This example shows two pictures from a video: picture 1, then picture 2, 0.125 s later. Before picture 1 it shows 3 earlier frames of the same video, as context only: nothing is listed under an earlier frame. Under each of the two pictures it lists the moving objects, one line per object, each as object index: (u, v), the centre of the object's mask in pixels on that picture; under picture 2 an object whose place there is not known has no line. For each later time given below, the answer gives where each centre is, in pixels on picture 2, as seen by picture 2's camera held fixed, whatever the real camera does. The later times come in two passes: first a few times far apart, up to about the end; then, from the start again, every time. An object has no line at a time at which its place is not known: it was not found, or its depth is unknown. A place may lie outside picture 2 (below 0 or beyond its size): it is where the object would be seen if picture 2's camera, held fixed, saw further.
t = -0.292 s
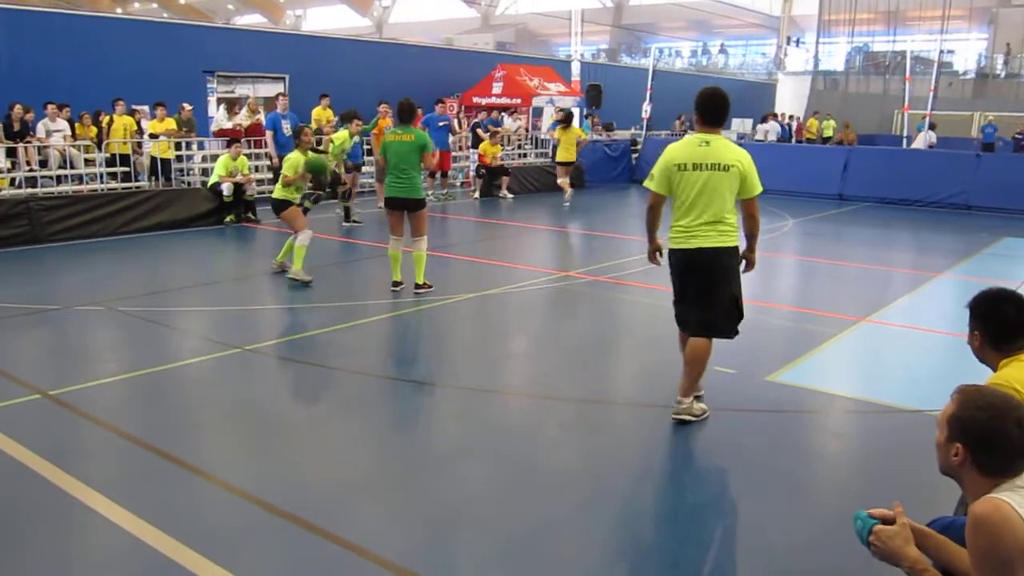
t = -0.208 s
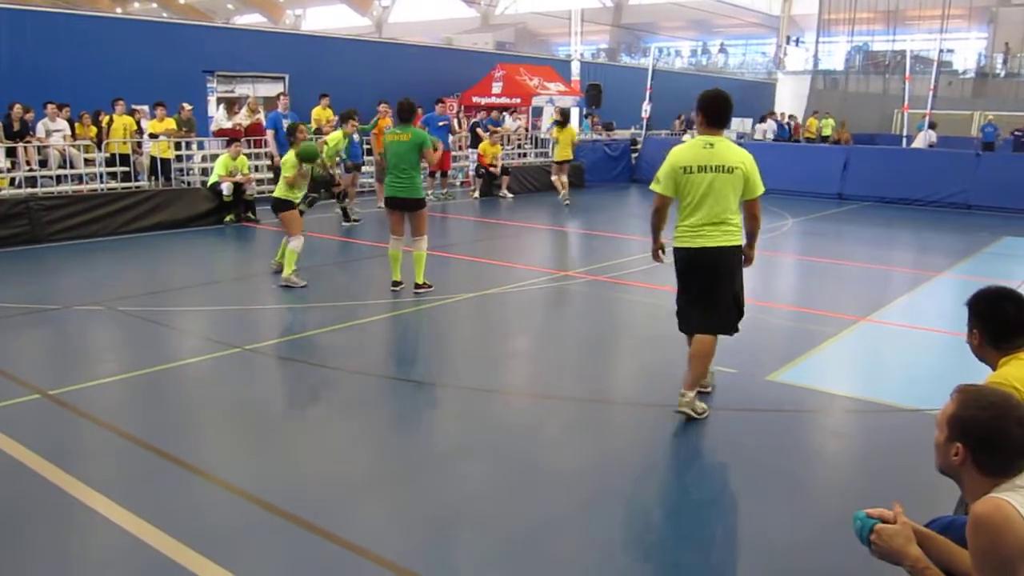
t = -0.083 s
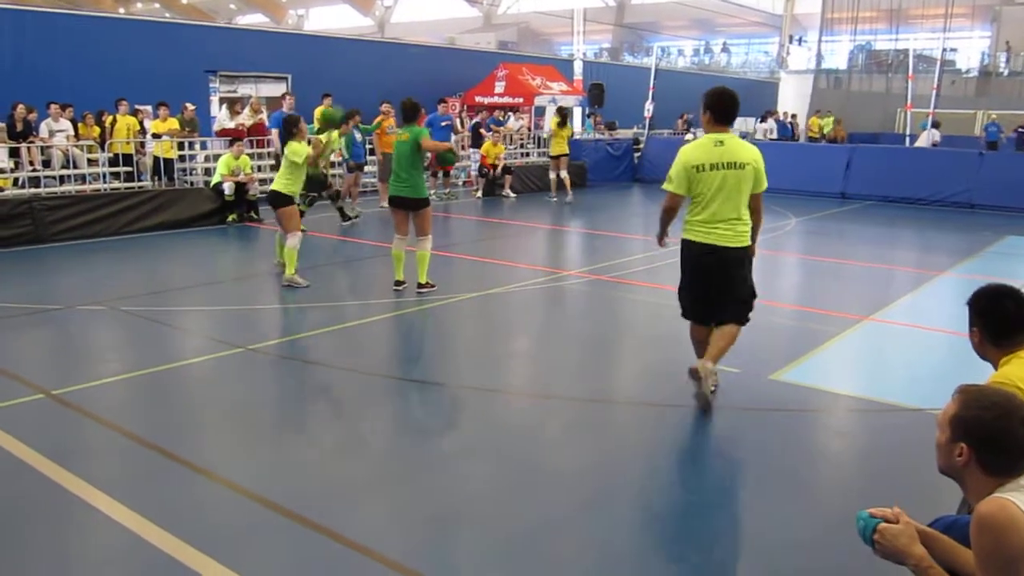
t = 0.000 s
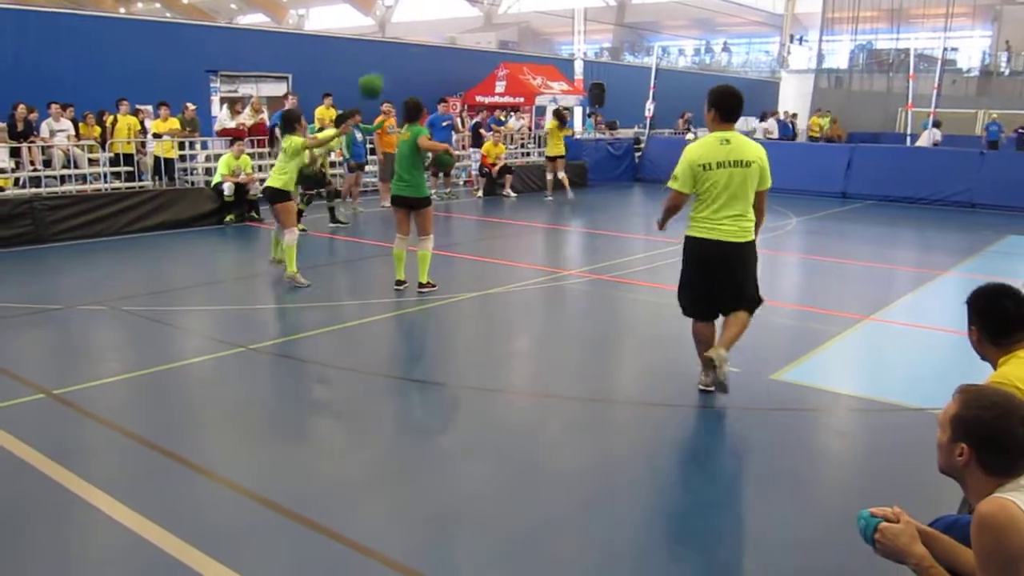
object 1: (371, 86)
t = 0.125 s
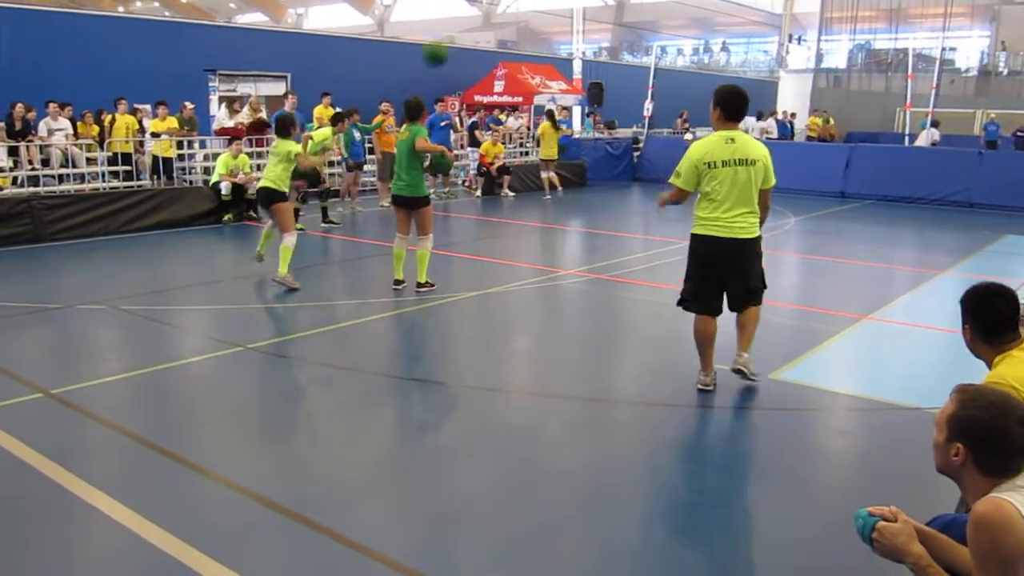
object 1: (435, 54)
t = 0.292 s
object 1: (534, 38)
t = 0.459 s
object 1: (646, 62)
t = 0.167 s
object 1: (459, 44)
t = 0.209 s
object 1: (483, 40)
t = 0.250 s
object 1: (508, 39)
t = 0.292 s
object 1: (534, 38)
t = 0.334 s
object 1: (560, 40)
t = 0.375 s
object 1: (590, 44)
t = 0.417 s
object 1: (618, 51)
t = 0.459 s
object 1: (646, 62)
